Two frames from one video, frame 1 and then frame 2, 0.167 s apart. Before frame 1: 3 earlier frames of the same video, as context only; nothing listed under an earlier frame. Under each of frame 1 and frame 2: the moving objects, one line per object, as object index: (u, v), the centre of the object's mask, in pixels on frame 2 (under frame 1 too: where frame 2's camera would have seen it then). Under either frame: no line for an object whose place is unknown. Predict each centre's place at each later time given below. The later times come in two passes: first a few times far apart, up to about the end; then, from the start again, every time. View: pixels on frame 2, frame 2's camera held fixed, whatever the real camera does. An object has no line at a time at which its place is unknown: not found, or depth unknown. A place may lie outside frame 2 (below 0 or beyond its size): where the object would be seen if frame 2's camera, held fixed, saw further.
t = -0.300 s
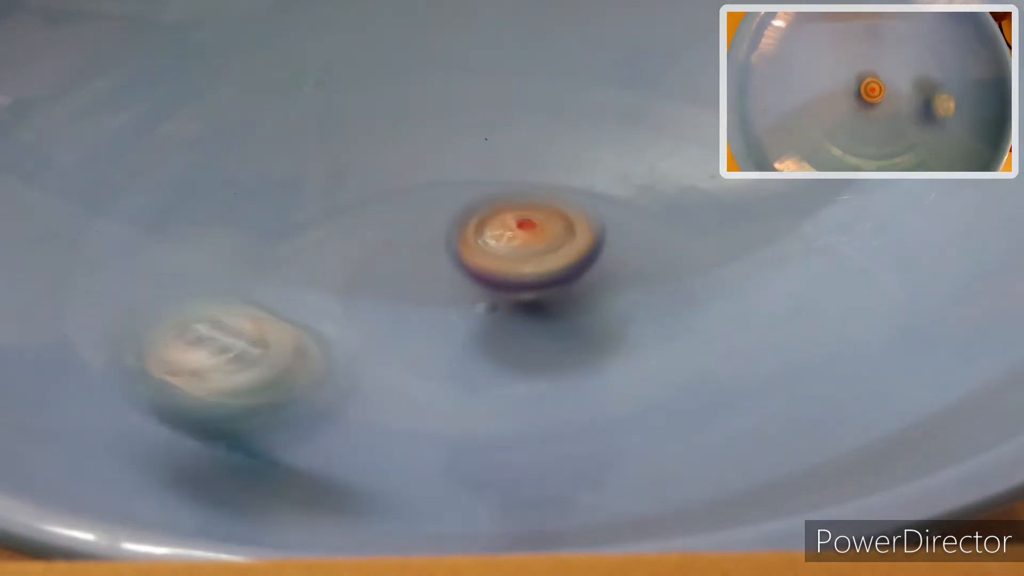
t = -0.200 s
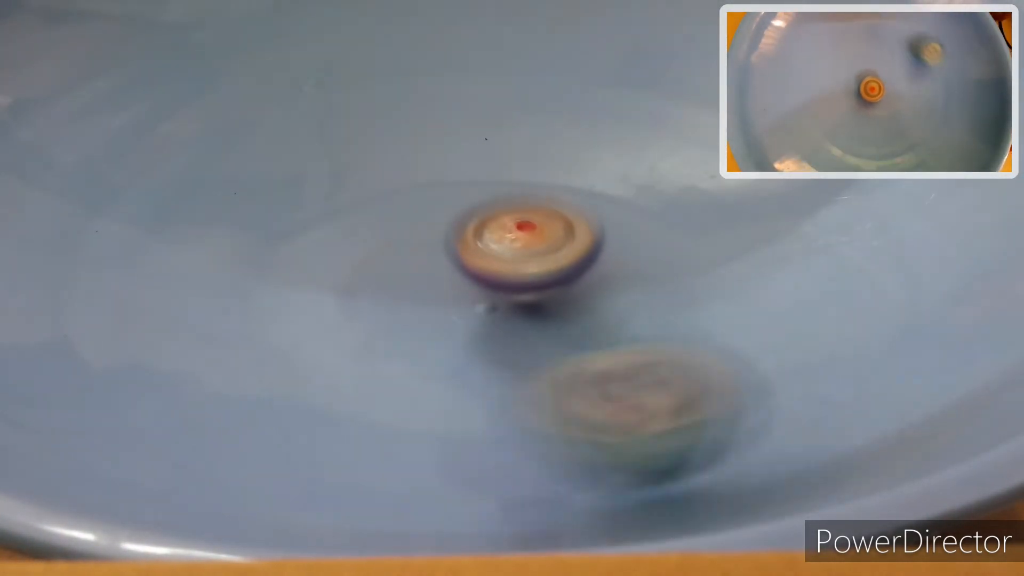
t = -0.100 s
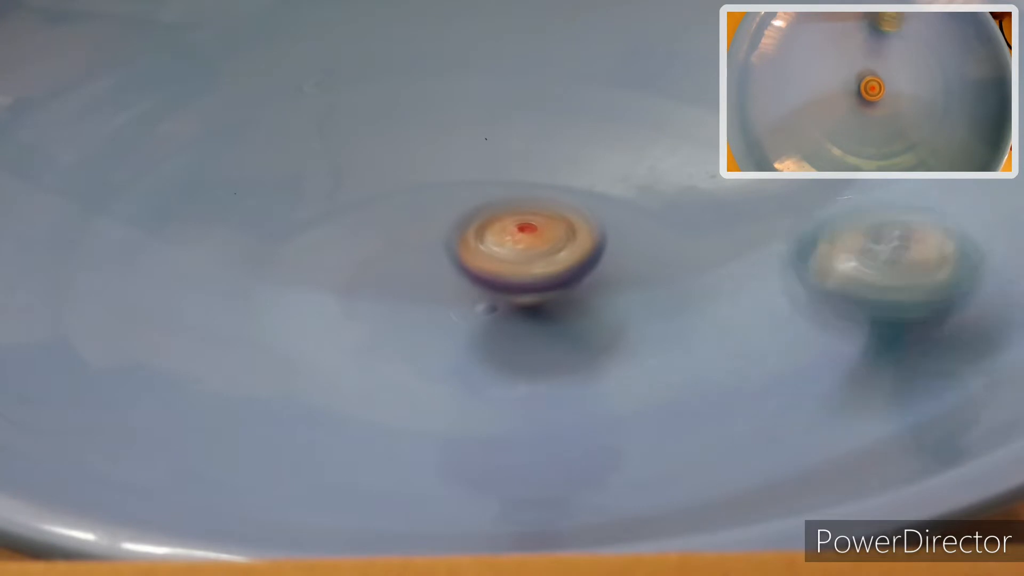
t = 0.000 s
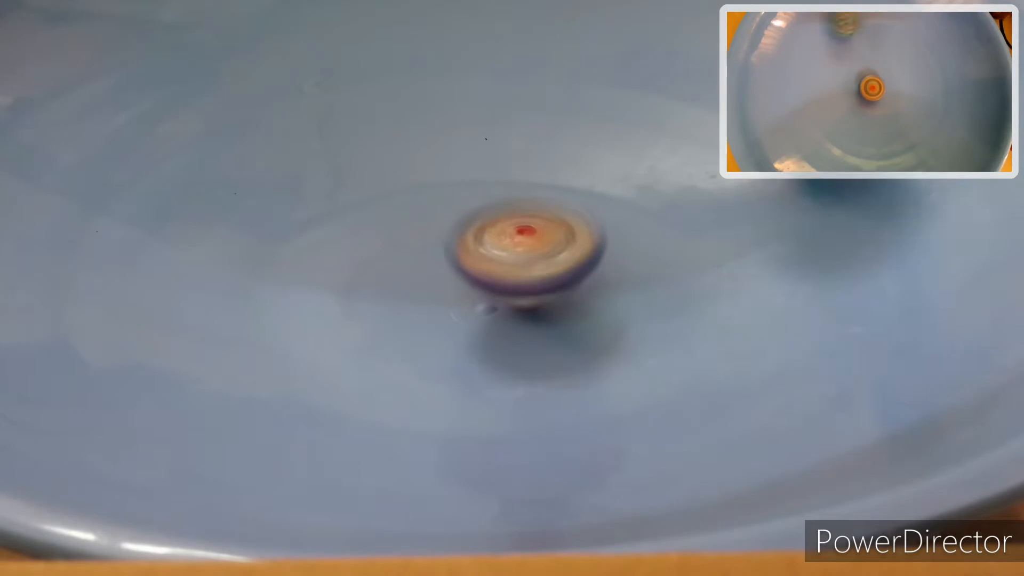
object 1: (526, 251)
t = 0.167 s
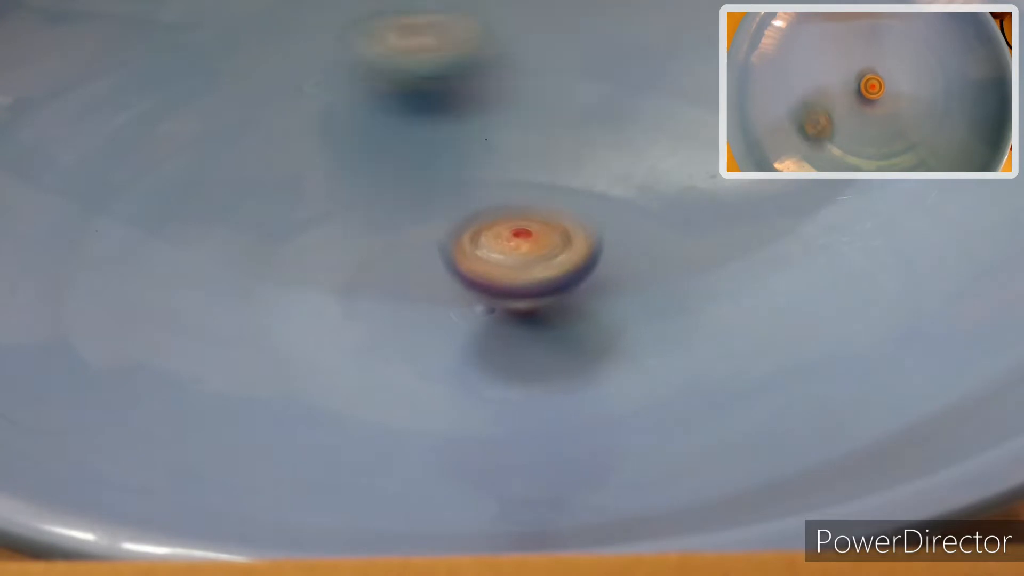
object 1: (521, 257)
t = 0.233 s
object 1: (518, 259)
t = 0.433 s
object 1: (500, 261)
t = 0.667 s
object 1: (480, 261)
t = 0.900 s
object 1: (465, 256)
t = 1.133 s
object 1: (462, 252)
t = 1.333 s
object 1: (466, 248)
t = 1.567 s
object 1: (468, 245)
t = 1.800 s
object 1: (472, 243)
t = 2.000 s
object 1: (472, 242)
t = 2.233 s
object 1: (466, 247)
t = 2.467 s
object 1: (466, 254)
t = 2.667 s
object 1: (475, 261)
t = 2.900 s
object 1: (492, 263)
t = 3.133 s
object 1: (509, 257)
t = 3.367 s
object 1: (515, 243)
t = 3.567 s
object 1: (502, 240)
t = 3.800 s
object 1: (484, 241)
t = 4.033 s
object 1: (469, 244)
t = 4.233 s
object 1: (464, 256)
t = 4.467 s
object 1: (470, 263)
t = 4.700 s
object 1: (490, 263)
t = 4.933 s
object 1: (511, 261)
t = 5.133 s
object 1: (521, 259)
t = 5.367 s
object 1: (523, 257)
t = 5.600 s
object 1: (511, 248)
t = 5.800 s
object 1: (512, 240)
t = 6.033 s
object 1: (503, 240)
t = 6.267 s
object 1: (496, 242)
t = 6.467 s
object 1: (511, 237)
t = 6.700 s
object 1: (513, 245)
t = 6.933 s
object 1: (499, 253)
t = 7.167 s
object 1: (519, 252)
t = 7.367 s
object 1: (511, 248)
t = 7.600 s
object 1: (507, 240)
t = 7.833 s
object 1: (505, 239)
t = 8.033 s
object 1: (497, 241)
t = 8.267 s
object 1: (497, 242)
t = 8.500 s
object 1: (532, 253)
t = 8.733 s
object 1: (533, 265)
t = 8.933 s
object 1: (480, 254)
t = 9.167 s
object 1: (467, 241)
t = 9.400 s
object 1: (495, 246)
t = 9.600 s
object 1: (510, 249)
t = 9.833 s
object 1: (506, 252)
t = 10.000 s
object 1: (496, 251)
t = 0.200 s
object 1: (520, 258)
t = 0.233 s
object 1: (518, 259)
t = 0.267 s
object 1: (517, 260)
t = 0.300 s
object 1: (511, 262)
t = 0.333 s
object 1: (509, 262)
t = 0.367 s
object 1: (507, 262)
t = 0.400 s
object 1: (503, 261)
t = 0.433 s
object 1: (500, 261)
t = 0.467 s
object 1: (498, 261)
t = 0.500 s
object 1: (493, 261)
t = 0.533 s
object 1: (491, 261)
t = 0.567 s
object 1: (488, 262)
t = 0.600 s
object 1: (485, 261)
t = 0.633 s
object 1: (482, 261)
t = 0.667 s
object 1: (480, 261)
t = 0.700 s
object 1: (478, 261)
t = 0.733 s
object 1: (475, 260)
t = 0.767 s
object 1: (473, 260)
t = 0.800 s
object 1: (471, 259)
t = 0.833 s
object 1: (468, 258)
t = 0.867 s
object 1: (466, 257)
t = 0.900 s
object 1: (465, 256)
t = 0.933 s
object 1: (463, 256)
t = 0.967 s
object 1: (461, 256)
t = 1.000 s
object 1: (461, 255)
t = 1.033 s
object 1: (462, 255)
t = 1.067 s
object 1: (462, 253)
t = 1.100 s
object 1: (462, 252)
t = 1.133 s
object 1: (462, 252)
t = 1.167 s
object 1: (463, 251)
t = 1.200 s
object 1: (463, 250)
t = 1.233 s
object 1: (465, 250)
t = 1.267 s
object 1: (466, 250)
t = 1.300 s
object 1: (467, 249)
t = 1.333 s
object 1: (466, 248)
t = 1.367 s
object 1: (466, 247)
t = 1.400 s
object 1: (467, 246)
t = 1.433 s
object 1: (468, 245)
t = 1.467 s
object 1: (469, 244)
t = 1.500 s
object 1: (469, 244)
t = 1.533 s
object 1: (469, 244)
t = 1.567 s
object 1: (468, 245)
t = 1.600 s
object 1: (470, 244)
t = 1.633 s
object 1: (470, 244)
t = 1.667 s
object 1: (469, 243)
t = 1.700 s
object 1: (471, 243)
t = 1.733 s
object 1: (471, 244)
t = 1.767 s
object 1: (472, 245)
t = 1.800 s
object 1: (472, 243)
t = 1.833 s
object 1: (472, 243)
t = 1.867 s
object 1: (472, 243)
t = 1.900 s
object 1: (471, 242)
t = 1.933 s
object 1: (471, 242)
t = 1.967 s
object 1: (472, 243)
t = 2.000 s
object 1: (472, 242)
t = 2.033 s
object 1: (472, 242)
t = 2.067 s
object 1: (472, 243)
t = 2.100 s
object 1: (471, 243)
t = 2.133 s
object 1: (469, 243)
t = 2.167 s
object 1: (467, 244)
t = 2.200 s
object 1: (467, 244)
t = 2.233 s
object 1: (466, 247)
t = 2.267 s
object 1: (465, 248)
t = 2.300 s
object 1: (464, 249)
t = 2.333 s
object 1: (463, 249)
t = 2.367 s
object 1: (464, 250)
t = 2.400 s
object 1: (465, 251)
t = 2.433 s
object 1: (466, 253)
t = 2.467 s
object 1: (466, 254)
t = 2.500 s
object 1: (466, 257)
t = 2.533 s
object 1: (467, 258)
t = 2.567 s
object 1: (470, 258)
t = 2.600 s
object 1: (471, 259)
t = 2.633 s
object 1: (473, 261)
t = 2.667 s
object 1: (475, 261)
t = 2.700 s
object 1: (476, 261)
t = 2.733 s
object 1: (480, 263)
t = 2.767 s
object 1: (480, 262)
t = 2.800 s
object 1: (482, 263)
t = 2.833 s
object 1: (486, 262)
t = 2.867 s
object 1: (488, 263)
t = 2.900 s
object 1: (492, 263)
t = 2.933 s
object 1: (493, 261)
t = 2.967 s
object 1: (497, 262)
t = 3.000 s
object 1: (498, 261)
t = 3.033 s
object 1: (500, 261)
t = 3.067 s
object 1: (504, 258)
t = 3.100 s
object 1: (506, 258)
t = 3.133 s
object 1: (509, 257)
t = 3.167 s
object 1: (512, 253)
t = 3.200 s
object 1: (513, 251)
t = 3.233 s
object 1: (512, 250)
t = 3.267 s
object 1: (515, 247)
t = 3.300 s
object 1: (514, 245)
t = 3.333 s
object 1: (516, 244)
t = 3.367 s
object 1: (515, 243)
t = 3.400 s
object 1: (515, 243)
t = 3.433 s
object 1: (511, 243)
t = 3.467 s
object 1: (511, 243)
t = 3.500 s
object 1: (506, 242)
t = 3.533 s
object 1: (506, 240)
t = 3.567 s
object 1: (502, 240)
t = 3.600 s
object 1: (497, 240)
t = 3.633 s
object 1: (495, 242)
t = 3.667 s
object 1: (493, 241)
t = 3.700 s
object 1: (489, 241)
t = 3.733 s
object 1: (486, 242)
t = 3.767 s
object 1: (486, 242)
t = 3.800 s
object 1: (484, 241)
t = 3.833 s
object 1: (482, 242)
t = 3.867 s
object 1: (478, 243)
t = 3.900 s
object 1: (478, 243)
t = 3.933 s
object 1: (475, 241)
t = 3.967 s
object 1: (471, 244)
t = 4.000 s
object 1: (471, 243)
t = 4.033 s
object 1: (469, 244)
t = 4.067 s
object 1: (465, 246)
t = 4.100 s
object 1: (461, 249)
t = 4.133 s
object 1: (463, 250)
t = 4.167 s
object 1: (463, 251)
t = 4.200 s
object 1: (461, 254)
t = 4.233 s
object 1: (464, 256)
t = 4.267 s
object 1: (466, 259)
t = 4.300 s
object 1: (462, 259)
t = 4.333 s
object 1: (467, 260)
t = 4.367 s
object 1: (463, 260)
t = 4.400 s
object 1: (467, 262)
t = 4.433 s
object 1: (473, 264)
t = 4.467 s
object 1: (470, 263)
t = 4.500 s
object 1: (473, 263)
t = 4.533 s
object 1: (478, 265)
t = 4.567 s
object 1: (477, 264)
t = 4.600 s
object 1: (481, 260)
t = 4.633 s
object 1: (487, 260)
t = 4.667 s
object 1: (484, 260)
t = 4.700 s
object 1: (490, 263)
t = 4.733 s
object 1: (495, 265)
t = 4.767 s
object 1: (493, 266)
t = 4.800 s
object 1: (497, 264)
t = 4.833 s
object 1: (500, 261)
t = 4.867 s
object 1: (506, 261)
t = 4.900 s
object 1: (505, 259)
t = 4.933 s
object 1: (511, 261)
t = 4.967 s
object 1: (518, 261)
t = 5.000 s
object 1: (515, 261)
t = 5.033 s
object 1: (521, 259)
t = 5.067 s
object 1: (520, 258)
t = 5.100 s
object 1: (526, 260)
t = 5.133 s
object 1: (521, 259)
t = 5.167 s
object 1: (525, 262)
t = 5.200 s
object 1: (528, 259)
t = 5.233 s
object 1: (529, 261)
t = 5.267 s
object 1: (527, 258)
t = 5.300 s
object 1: (519, 260)
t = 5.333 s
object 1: (523, 255)
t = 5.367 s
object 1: (523, 257)
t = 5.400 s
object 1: (522, 255)
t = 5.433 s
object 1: (516, 254)
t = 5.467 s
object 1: (521, 254)
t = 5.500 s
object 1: (515, 252)
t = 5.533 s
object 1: (518, 253)
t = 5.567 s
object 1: (511, 246)
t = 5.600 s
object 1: (511, 248)
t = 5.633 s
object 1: (510, 245)
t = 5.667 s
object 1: (514, 246)
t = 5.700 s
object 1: (507, 245)
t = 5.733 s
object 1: (510, 244)
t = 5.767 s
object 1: (506, 240)
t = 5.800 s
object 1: (512, 240)
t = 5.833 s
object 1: (510, 239)
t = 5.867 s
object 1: (509, 241)
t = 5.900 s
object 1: (504, 241)
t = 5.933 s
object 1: (504, 242)
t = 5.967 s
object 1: (504, 239)
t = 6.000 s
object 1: (507, 239)
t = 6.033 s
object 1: (503, 240)
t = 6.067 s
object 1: (506, 243)
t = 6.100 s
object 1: (503, 242)
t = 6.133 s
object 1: (507, 241)
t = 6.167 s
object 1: (502, 242)
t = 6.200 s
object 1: (501, 243)
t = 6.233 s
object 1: (495, 243)
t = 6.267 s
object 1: (496, 242)
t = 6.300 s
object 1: (493, 241)
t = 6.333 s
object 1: (503, 240)
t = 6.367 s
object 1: (502, 240)
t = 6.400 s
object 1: (508, 237)
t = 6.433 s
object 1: (504, 238)
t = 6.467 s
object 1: (511, 237)
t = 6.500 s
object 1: (508, 240)
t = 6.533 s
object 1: (512, 235)
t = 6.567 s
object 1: (514, 234)
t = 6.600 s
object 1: (521, 235)
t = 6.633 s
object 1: (514, 242)
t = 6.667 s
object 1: (509, 244)
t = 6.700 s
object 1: (513, 245)
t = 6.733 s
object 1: (507, 246)
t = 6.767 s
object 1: (510, 247)
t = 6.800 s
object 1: (502, 250)
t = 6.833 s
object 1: (511, 252)
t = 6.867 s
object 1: (509, 254)
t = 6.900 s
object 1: (506, 251)
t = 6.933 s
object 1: (499, 253)
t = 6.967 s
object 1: (502, 251)
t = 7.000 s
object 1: (517, 252)
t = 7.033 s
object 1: (514, 252)
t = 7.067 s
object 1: (518, 252)
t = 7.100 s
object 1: (515, 250)
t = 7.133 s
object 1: (513, 249)
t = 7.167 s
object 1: (519, 252)
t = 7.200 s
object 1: (516, 248)
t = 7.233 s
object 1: (520, 248)
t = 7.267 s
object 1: (511, 250)
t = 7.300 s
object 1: (515, 246)
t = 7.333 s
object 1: (516, 247)
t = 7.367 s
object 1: (511, 248)
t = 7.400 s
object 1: (515, 246)
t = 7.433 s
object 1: (509, 247)
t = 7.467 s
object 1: (509, 244)
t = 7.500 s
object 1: (512, 244)
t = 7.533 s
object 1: (509, 243)
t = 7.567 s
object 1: (514, 243)
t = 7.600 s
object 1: (507, 240)
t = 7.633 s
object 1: (510, 238)
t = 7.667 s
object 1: (510, 239)
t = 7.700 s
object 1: (506, 238)
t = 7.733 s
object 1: (511, 239)
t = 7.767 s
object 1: (506, 242)
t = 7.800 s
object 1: (505, 241)
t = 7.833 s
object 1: (505, 239)
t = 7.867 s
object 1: (502, 239)
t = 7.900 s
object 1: (508, 239)
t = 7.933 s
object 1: (504, 241)
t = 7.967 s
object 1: (503, 239)
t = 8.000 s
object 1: (502, 242)
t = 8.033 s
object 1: (497, 241)
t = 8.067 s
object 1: (502, 237)
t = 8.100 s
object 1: (504, 238)
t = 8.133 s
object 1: (499, 239)
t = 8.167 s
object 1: (500, 239)
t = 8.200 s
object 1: (496, 239)
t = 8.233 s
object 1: (498, 240)
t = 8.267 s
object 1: (497, 242)
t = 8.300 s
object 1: (490, 239)
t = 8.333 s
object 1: (496, 245)
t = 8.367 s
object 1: (500, 246)
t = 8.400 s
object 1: (519, 256)
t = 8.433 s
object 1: (530, 255)
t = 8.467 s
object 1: (528, 256)
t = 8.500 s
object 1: (532, 253)
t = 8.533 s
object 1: (542, 252)
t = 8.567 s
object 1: (546, 253)
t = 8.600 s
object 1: (543, 257)
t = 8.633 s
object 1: (540, 260)
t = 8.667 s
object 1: (537, 262)
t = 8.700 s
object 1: (537, 266)
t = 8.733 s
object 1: (533, 265)
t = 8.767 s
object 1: (516, 268)
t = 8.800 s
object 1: (507, 269)
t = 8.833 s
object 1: (510, 269)
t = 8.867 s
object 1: (502, 258)
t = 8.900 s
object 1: (491, 254)
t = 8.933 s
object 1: (480, 254)
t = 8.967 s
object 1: (471, 251)
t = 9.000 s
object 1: (468, 254)
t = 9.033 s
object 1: (473, 254)
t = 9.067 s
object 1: (461, 249)
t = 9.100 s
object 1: (459, 243)
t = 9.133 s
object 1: (466, 244)
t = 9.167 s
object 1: (467, 241)
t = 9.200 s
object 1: (467, 239)
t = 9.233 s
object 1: (469, 239)
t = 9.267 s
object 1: (466, 242)
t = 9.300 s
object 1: (469, 243)
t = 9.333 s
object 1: (478, 241)
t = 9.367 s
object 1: (484, 243)
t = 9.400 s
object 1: (495, 246)
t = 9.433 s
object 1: (510, 246)
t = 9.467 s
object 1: (528, 244)
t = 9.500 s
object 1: (530, 243)
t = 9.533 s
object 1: (519, 244)
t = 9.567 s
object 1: (512, 241)
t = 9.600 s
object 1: (510, 249)
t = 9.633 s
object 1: (508, 250)
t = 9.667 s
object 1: (506, 251)
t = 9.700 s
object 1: (502, 247)
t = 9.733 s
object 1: (504, 247)
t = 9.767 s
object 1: (506, 248)
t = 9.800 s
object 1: (506, 251)
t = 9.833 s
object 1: (506, 252)
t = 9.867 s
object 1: (503, 252)
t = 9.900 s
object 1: (500, 251)
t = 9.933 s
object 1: (499, 251)
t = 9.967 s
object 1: (499, 251)
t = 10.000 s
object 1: (496, 251)
